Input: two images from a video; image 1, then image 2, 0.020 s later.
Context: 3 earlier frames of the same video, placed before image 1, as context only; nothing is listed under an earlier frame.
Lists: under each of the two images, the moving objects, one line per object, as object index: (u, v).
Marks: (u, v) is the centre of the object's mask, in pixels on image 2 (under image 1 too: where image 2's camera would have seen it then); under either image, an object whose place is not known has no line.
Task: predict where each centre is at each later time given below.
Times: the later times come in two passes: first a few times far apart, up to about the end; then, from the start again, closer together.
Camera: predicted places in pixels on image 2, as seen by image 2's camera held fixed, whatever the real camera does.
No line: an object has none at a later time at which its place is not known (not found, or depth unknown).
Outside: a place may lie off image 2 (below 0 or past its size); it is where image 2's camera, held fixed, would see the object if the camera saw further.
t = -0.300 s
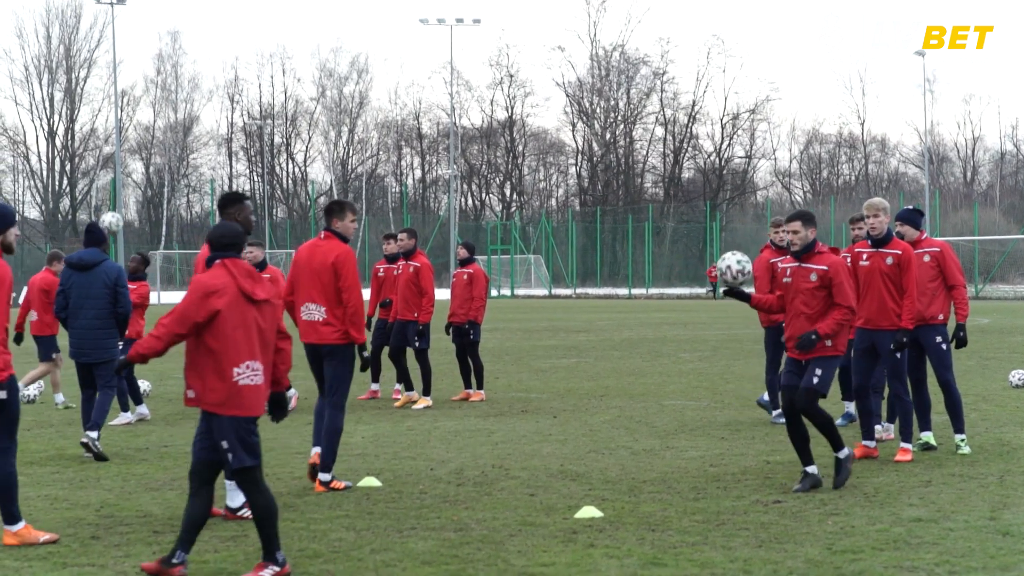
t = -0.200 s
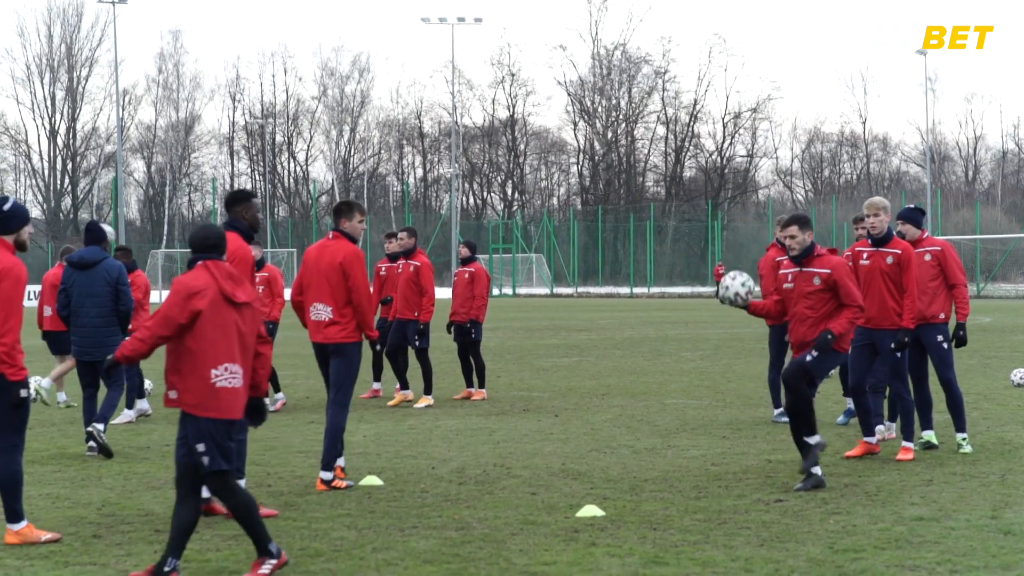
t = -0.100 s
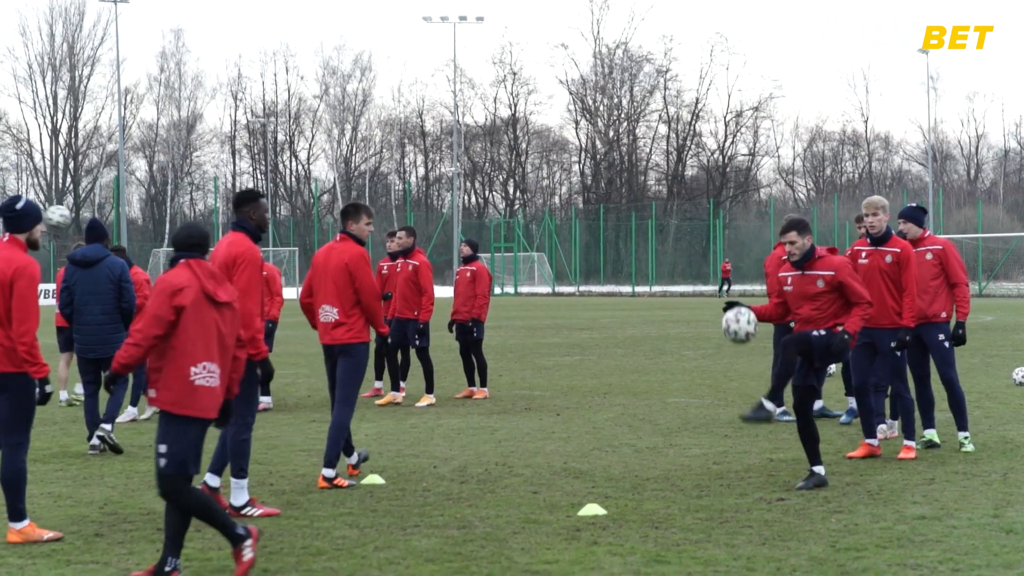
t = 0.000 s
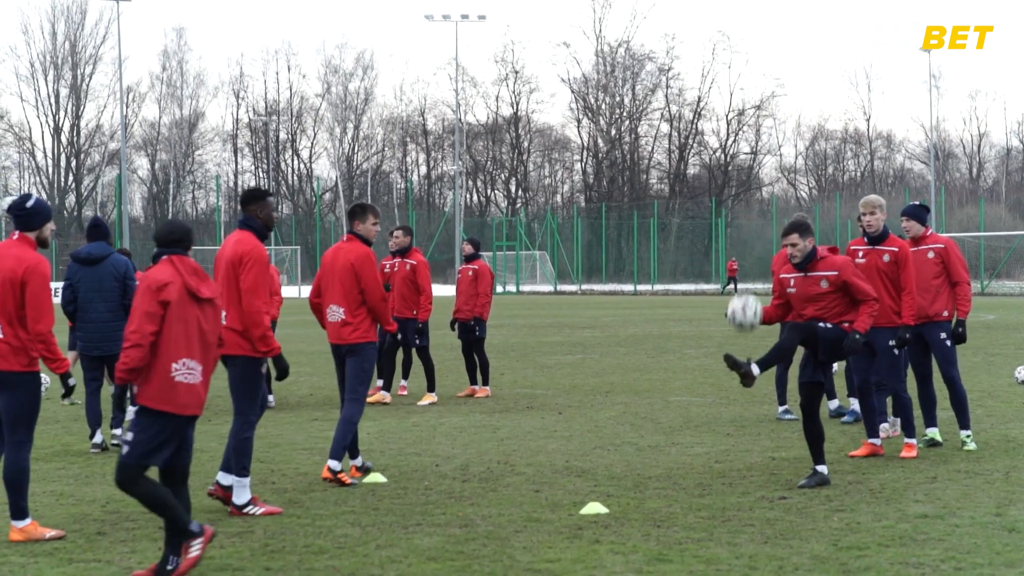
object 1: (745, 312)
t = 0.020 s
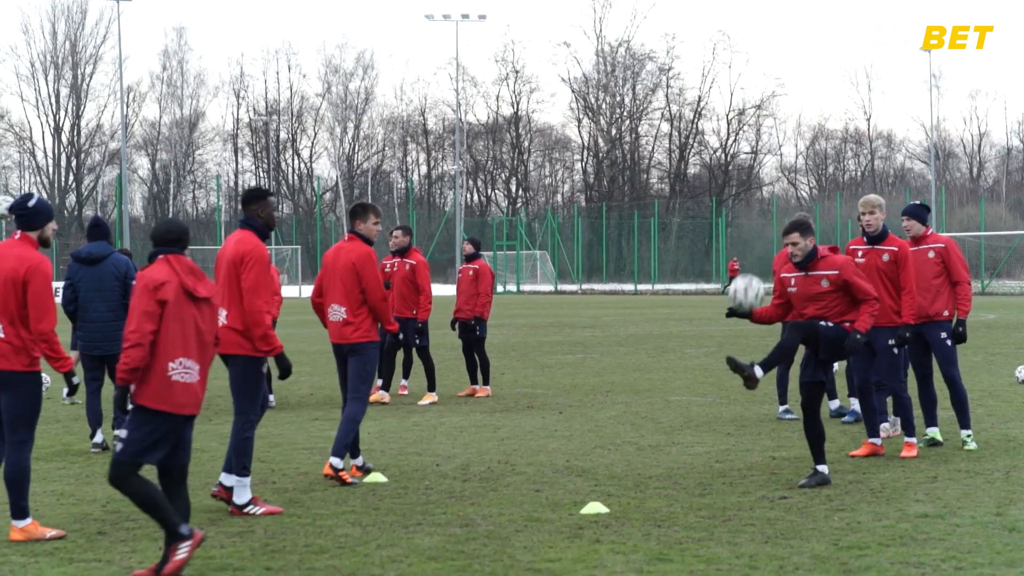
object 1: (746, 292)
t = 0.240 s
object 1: (762, 124)
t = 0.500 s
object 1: (782, 20)
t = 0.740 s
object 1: (803, 18)
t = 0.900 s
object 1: (817, 69)
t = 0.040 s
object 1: (748, 275)
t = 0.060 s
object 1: (749, 256)
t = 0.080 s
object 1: (750, 240)
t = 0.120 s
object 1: (753, 207)
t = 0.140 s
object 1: (755, 192)
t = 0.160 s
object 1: (756, 176)
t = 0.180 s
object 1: (757, 164)
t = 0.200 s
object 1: (759, 148)
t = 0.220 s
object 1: (761, 138)
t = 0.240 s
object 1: (762, 124)
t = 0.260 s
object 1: (764, 112)
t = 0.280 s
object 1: (765, 102)
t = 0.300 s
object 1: (766, 92)
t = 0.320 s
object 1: (768, 82)
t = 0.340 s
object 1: (770, 72)
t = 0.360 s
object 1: (771, 63)
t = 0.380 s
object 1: (772, 55)
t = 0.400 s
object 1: (774, 48)
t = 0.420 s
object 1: (776, 41)
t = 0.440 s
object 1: (777, 34)
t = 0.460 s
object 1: (779, 29)
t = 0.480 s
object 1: (781, 23)
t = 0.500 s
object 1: (782, 20)
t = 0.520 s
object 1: (784, 17)
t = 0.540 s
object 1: (785, 16)
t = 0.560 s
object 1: (787, 15)
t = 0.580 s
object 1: (789, 13)
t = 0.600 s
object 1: (791, 13)
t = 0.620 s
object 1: (792, 13)
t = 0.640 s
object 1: (794, 13)
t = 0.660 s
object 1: (796, 13)
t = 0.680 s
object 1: (797, 14)
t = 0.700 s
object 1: (799, 14)
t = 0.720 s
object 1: (801, 16)
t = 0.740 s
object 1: (803, 18)
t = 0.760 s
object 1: (805, 21)
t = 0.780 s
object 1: (807, 26)
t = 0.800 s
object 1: (808, 32)
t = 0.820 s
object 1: (810, 38)
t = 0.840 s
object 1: (812, 44)
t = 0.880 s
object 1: (816, 60)
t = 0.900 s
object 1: (817, 69)
